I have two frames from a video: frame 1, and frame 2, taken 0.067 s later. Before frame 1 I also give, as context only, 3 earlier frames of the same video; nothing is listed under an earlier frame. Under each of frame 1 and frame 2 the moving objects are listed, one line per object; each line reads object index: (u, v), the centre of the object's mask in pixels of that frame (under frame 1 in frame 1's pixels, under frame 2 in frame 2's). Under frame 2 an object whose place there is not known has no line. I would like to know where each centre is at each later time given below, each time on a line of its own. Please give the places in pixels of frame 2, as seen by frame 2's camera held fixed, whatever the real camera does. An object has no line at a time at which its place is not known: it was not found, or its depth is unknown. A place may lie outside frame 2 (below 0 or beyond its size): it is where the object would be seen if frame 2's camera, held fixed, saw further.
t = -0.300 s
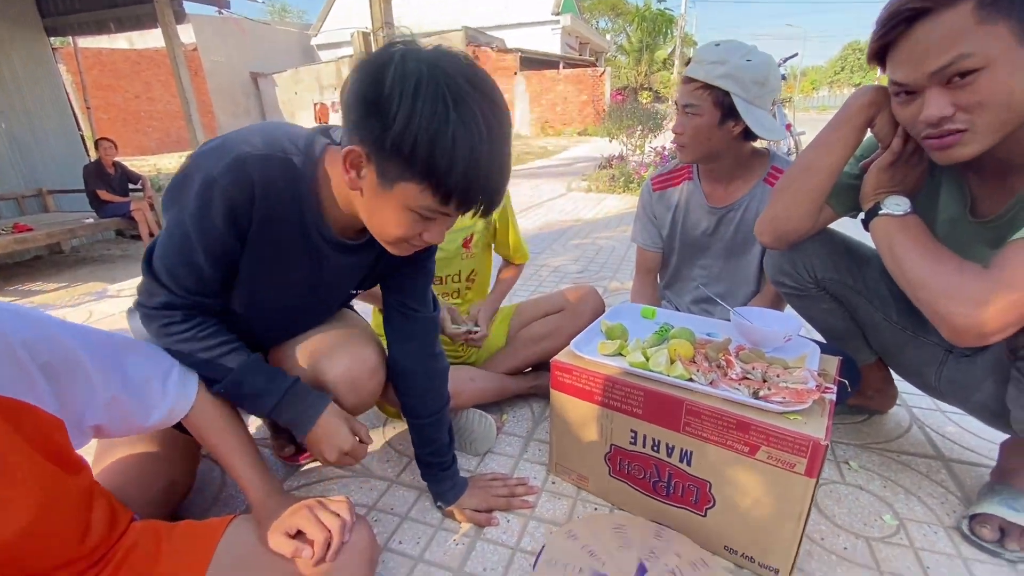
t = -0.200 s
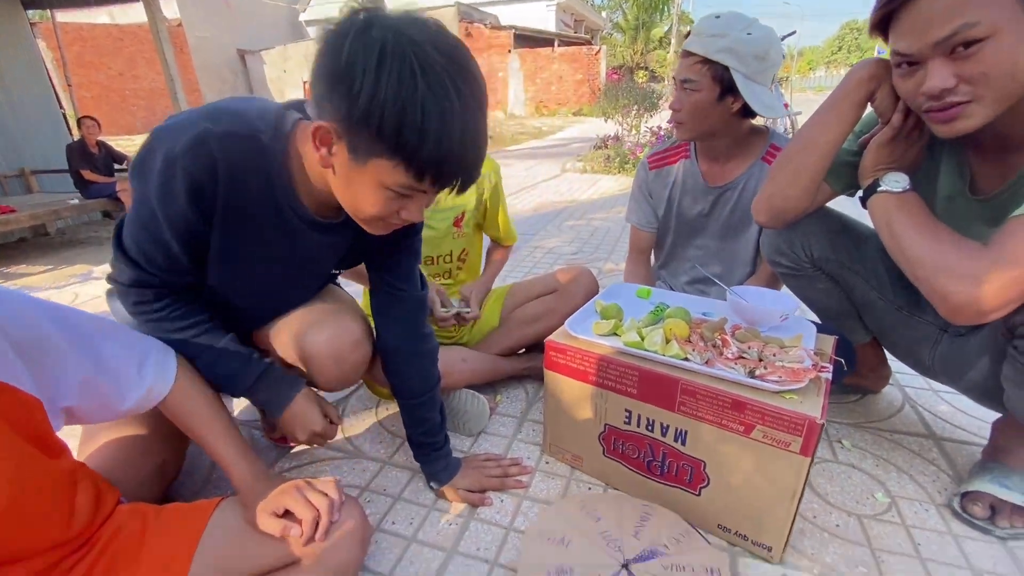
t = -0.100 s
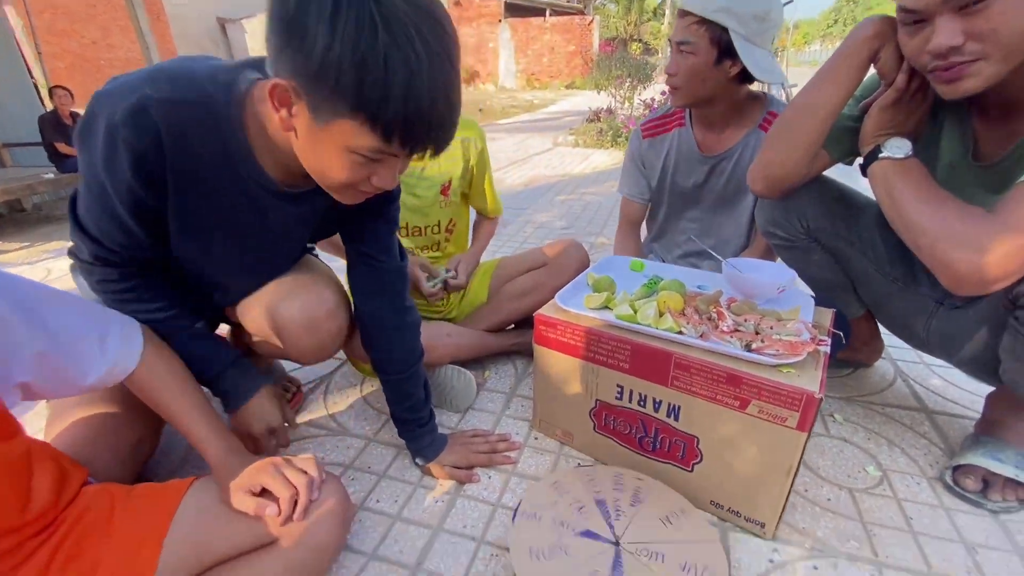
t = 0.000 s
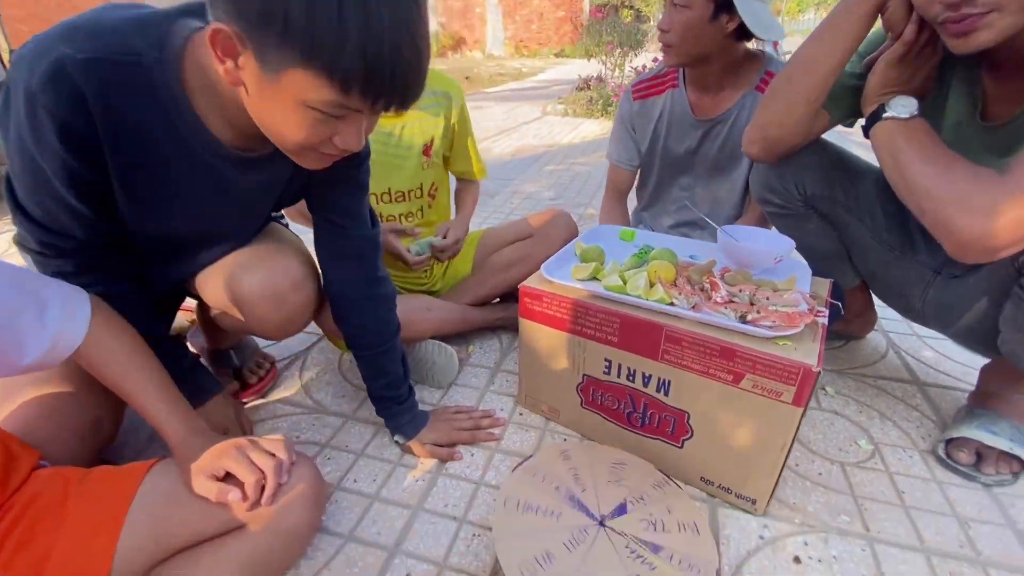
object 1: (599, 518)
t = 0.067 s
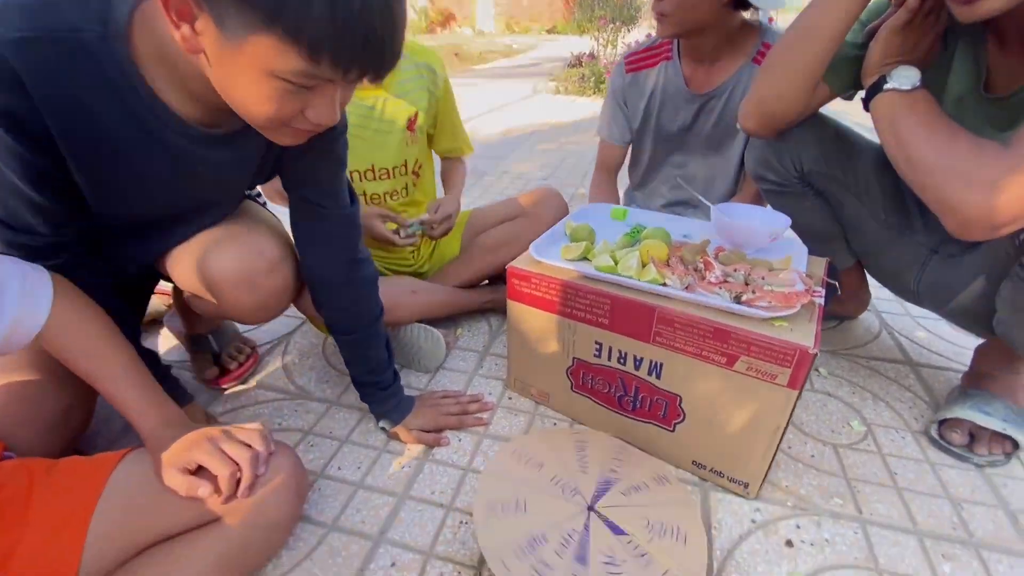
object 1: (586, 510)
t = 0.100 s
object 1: (586, 512)
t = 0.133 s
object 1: (586, 513)
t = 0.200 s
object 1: (589, 518)
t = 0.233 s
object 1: (590, 520)
